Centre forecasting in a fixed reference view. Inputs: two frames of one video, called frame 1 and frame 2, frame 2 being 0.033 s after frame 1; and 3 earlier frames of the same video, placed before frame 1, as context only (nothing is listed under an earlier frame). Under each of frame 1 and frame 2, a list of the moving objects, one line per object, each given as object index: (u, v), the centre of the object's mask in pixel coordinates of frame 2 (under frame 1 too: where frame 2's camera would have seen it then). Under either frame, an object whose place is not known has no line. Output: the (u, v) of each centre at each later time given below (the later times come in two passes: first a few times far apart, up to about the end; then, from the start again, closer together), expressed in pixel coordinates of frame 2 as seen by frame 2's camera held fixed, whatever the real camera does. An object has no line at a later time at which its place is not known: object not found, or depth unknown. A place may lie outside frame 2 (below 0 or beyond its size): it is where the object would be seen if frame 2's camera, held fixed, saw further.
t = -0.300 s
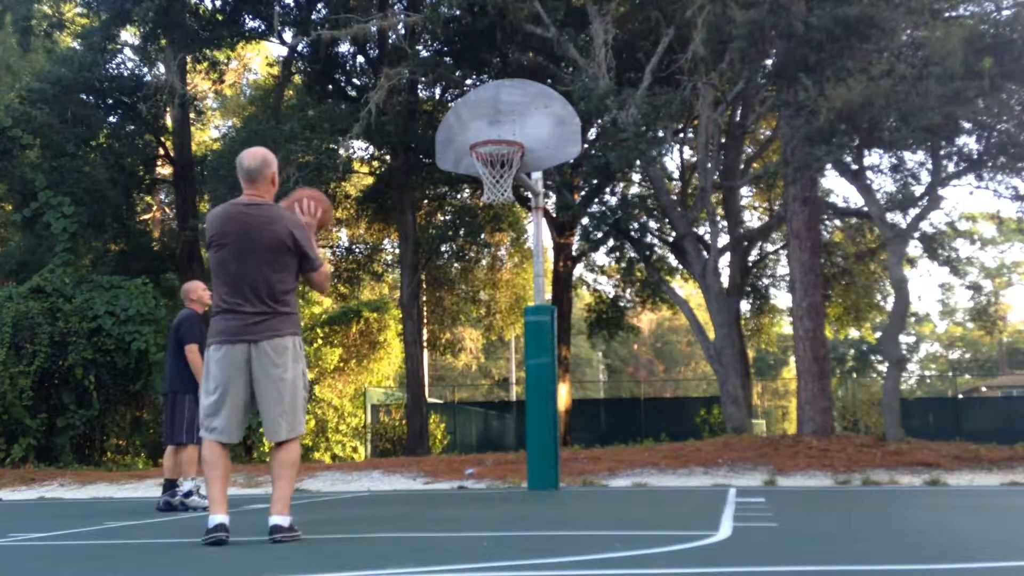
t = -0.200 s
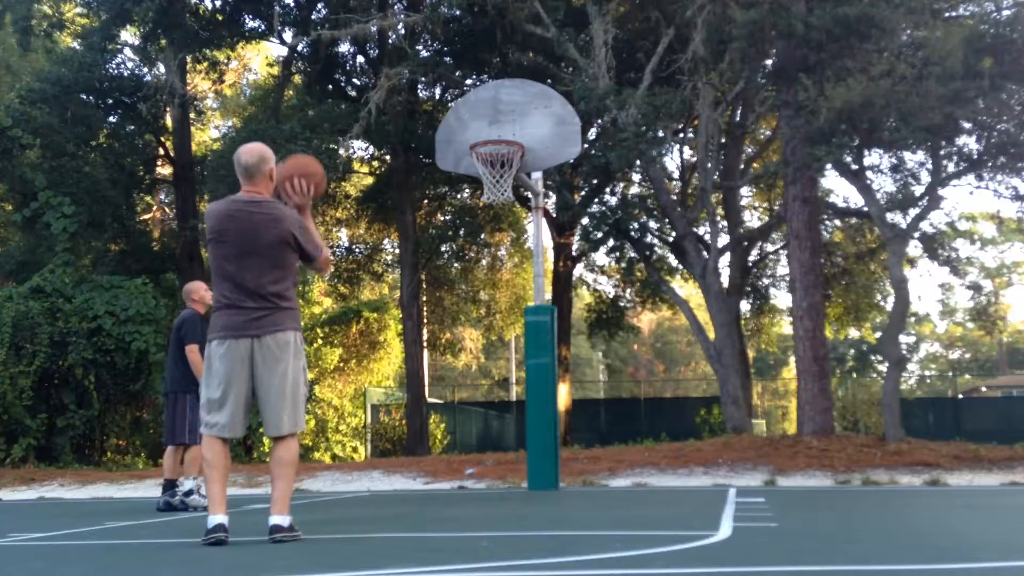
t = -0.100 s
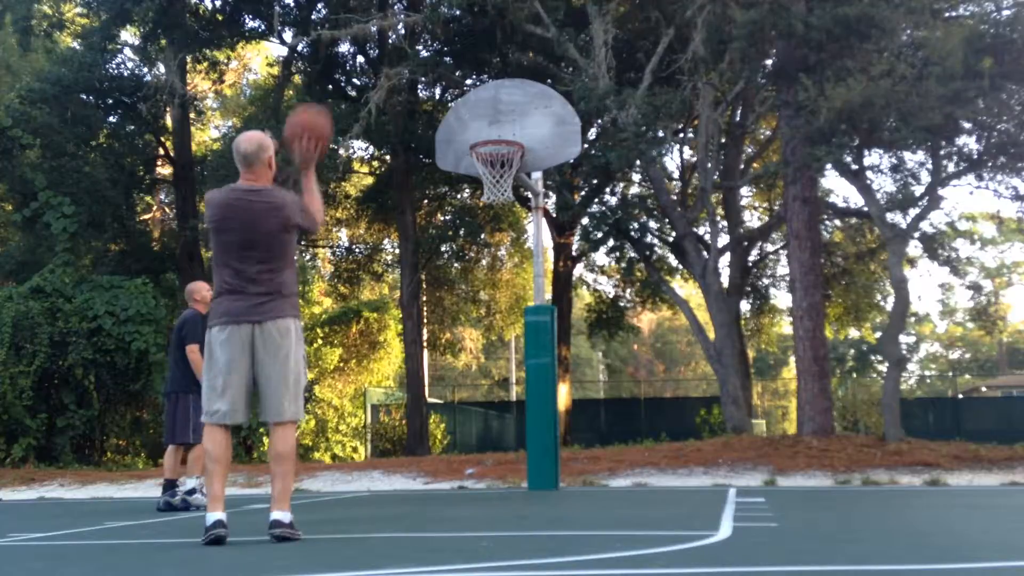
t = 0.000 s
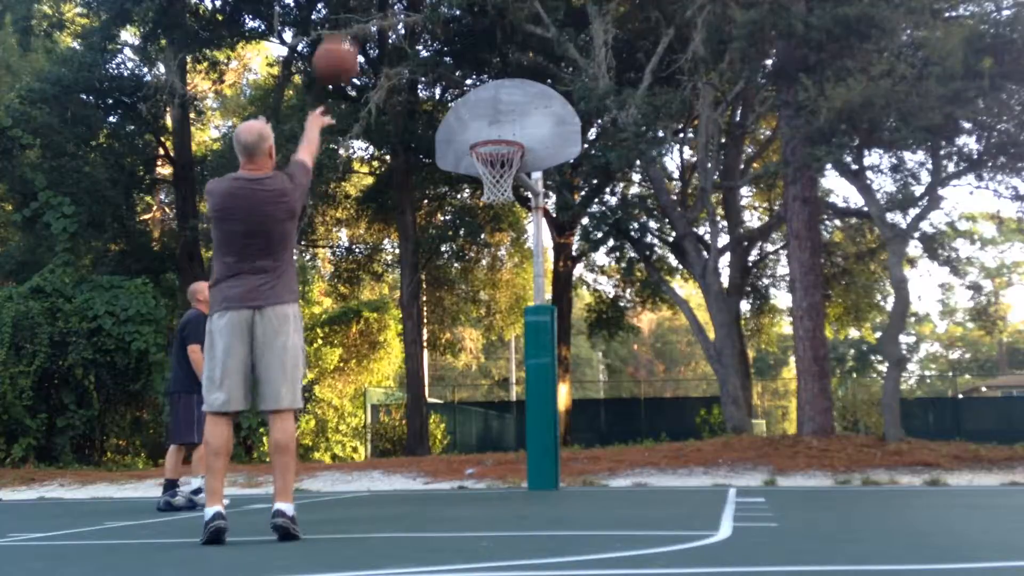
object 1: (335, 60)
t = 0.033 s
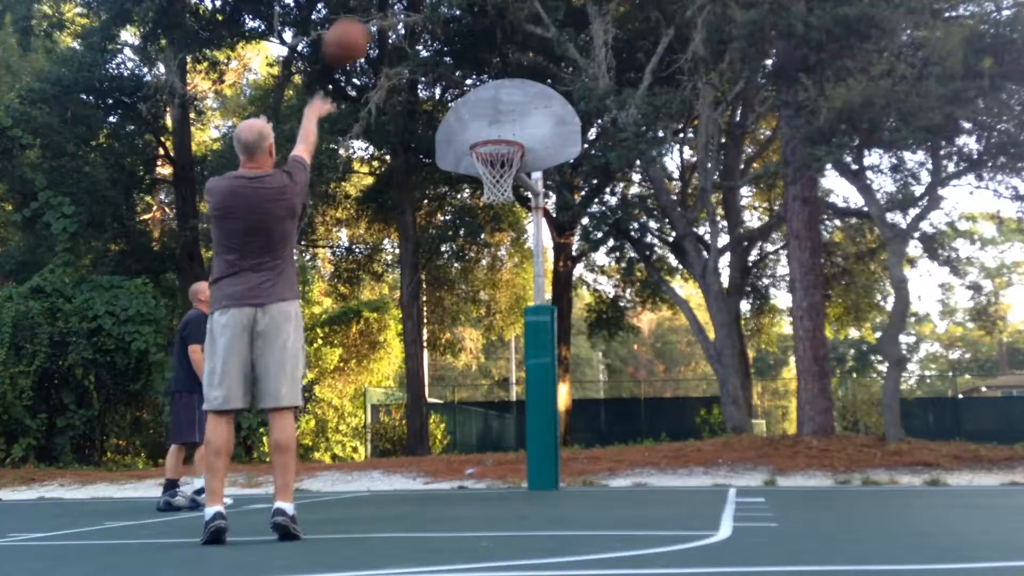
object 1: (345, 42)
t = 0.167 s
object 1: (381, 6)
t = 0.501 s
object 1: (443, 4)
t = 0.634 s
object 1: (465, 24)
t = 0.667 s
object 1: (469, 34)
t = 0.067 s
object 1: (357, 24)
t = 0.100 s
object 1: (365, 16)
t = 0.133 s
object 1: (372, 10)
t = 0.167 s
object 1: (381, 6)
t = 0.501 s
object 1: (443, 4)
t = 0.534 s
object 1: (448, 5)
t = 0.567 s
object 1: (454, 8)
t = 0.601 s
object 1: (459, 14)
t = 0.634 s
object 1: (465, 24)
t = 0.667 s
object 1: (469, 34)
